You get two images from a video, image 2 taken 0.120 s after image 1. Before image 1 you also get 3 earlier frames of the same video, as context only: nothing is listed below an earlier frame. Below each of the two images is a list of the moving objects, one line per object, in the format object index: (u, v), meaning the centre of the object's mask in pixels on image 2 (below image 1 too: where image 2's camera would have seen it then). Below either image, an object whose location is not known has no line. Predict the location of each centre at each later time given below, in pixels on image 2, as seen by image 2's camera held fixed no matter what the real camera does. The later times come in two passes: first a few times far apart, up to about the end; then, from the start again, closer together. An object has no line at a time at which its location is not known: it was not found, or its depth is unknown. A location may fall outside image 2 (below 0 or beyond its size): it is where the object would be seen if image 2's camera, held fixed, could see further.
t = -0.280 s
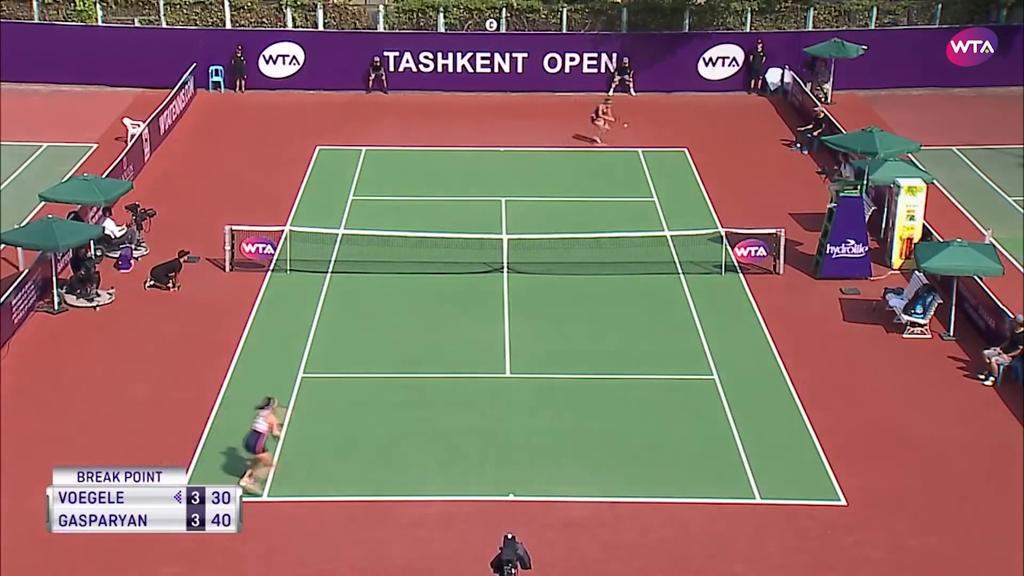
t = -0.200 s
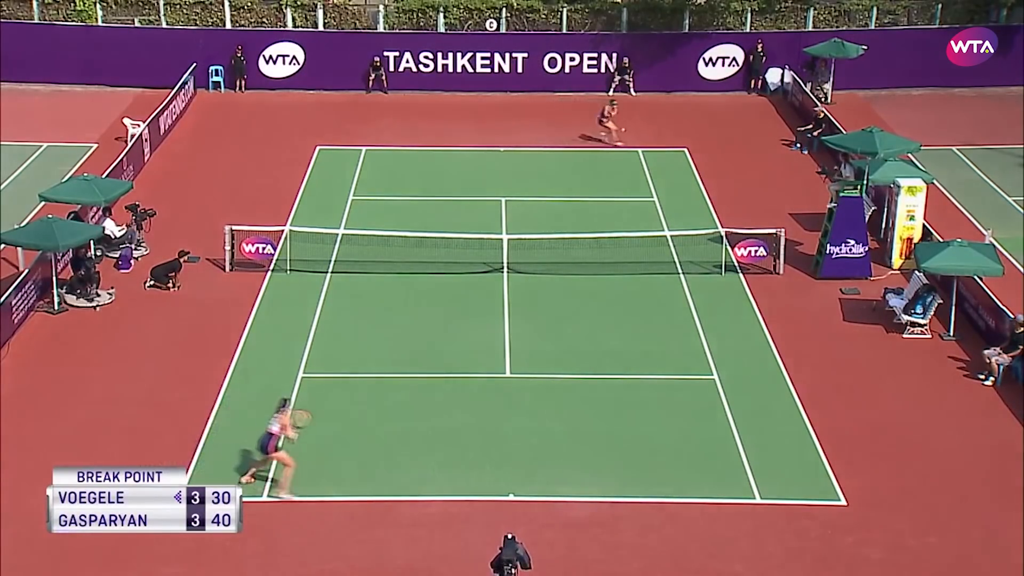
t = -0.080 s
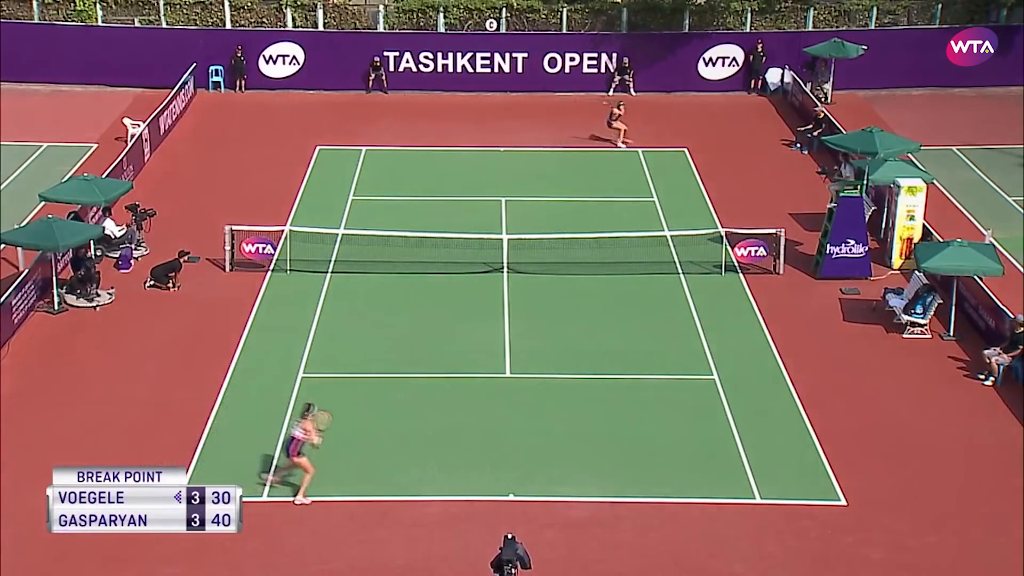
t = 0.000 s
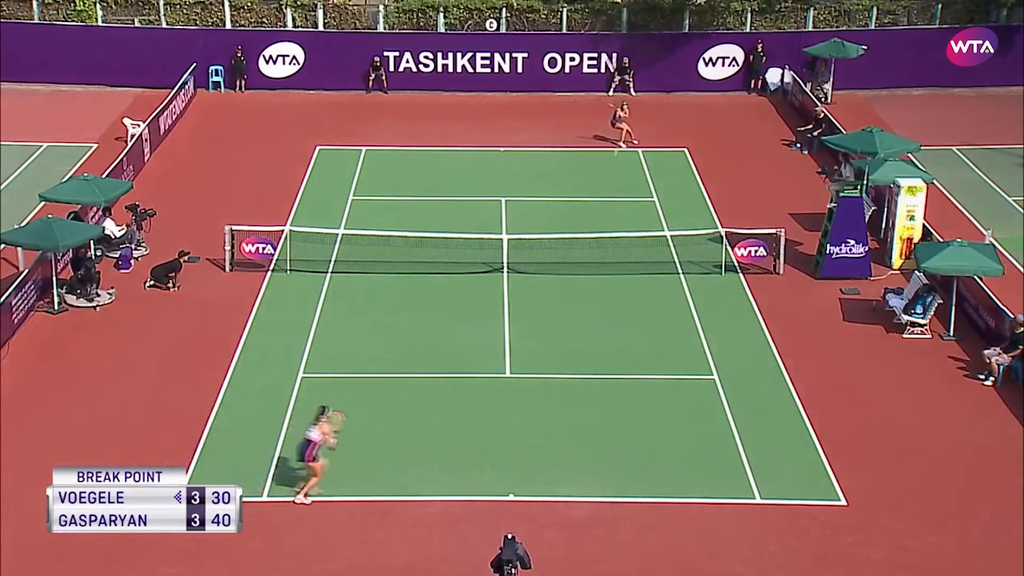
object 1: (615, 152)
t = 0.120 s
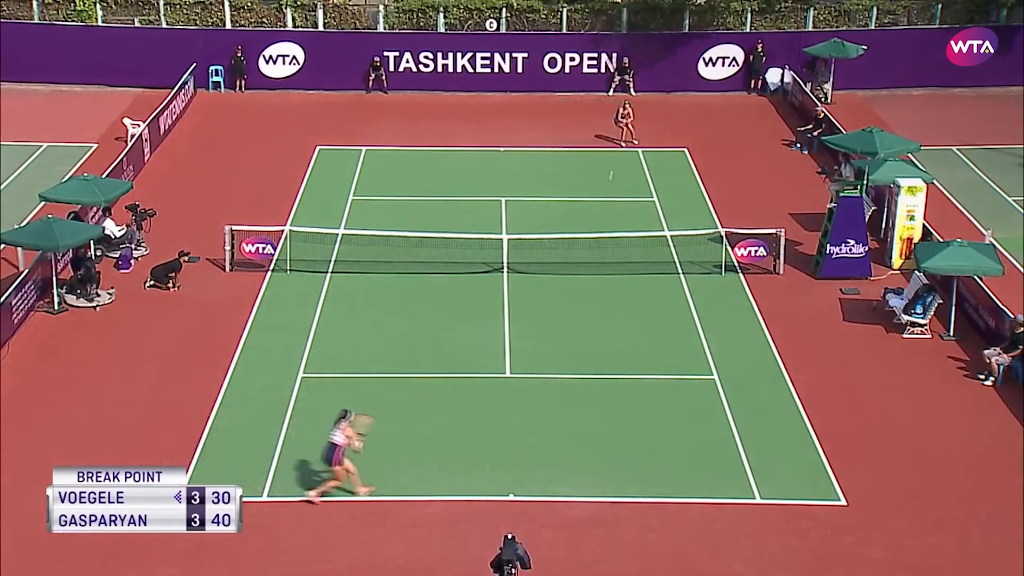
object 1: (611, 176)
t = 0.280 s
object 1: (604, 218)
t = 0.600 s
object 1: (590, 353)
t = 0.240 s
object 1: (605, 206)
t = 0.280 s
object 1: (604, 218)
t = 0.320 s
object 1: (602, 228)
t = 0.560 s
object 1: (592, 332)
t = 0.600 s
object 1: (590, 353)
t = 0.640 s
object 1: (588, 375)
